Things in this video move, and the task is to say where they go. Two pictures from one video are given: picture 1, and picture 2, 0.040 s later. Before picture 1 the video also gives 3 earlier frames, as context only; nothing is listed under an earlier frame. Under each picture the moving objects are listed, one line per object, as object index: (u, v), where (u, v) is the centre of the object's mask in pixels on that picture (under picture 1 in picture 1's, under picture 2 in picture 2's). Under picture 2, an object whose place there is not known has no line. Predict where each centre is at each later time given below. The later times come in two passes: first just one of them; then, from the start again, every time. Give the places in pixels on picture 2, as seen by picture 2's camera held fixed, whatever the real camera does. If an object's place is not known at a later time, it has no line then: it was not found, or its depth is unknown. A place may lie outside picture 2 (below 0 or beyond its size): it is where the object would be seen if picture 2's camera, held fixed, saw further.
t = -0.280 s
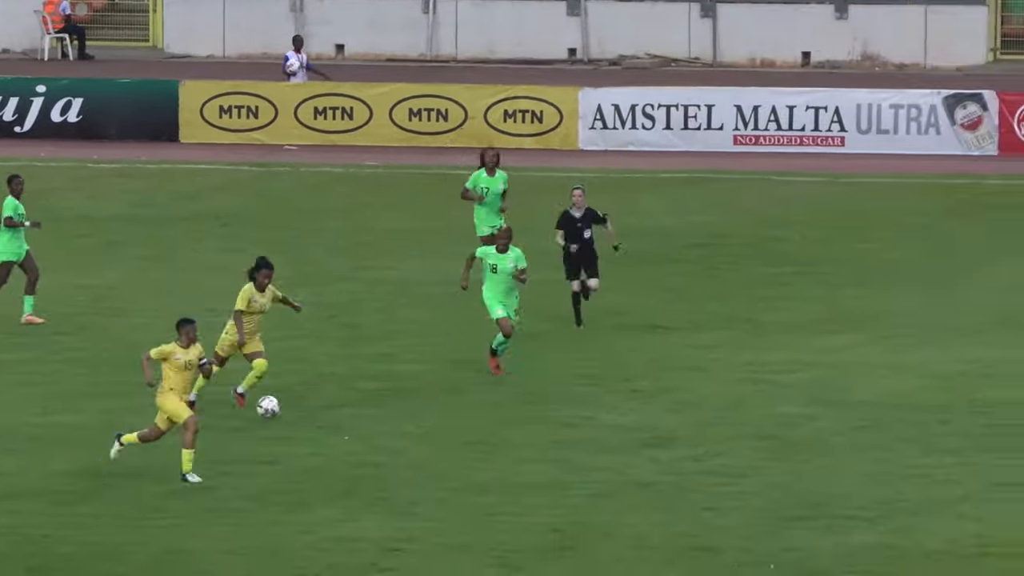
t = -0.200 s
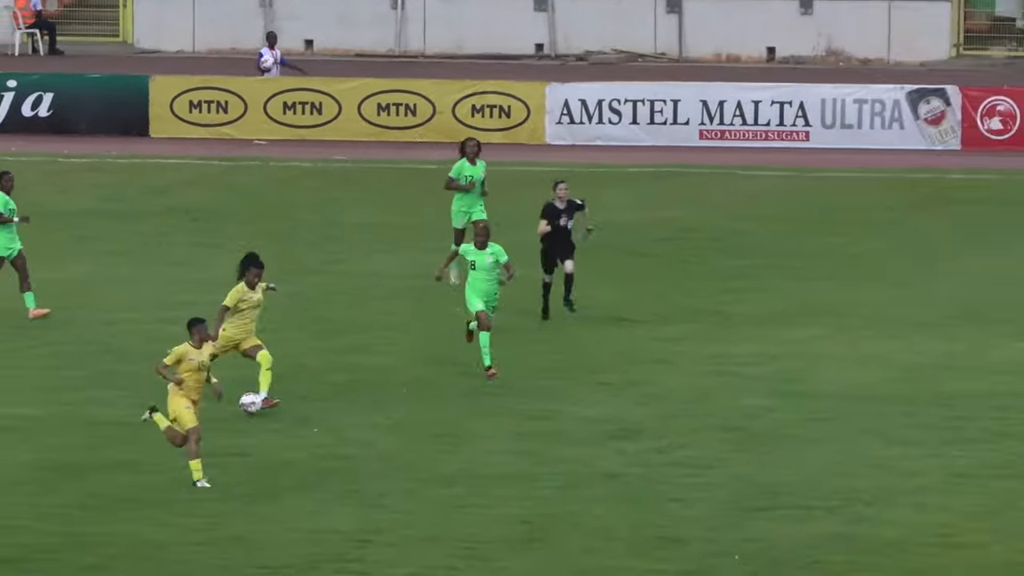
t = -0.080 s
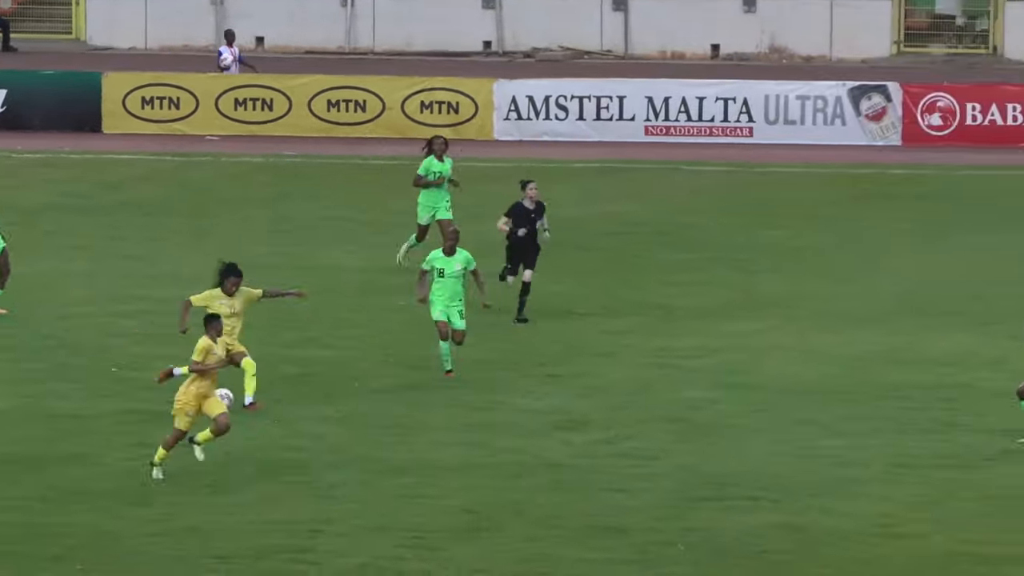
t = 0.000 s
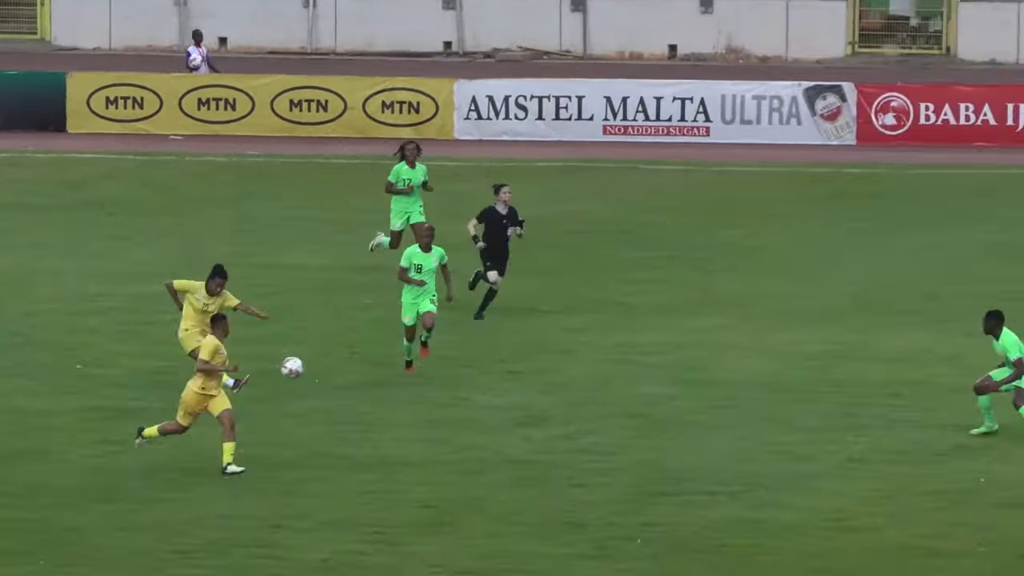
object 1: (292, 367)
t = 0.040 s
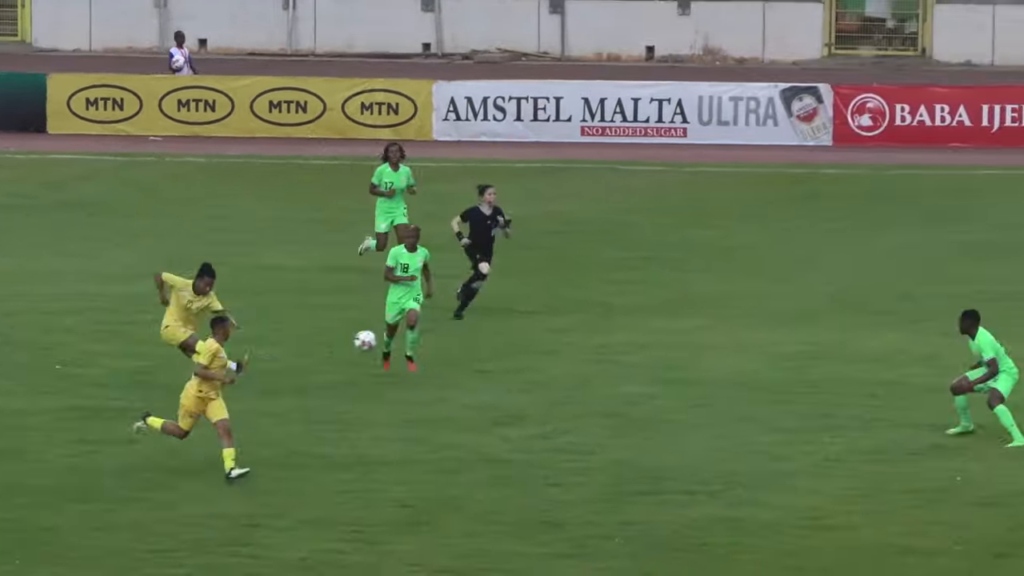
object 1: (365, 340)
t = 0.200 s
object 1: (741, 259)
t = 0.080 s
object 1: (459, 317)
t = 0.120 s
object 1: (553, 295)
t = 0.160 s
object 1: (647, 276)
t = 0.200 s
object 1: (741, 259)
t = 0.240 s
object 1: (836, 244)
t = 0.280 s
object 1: (934, 231)
